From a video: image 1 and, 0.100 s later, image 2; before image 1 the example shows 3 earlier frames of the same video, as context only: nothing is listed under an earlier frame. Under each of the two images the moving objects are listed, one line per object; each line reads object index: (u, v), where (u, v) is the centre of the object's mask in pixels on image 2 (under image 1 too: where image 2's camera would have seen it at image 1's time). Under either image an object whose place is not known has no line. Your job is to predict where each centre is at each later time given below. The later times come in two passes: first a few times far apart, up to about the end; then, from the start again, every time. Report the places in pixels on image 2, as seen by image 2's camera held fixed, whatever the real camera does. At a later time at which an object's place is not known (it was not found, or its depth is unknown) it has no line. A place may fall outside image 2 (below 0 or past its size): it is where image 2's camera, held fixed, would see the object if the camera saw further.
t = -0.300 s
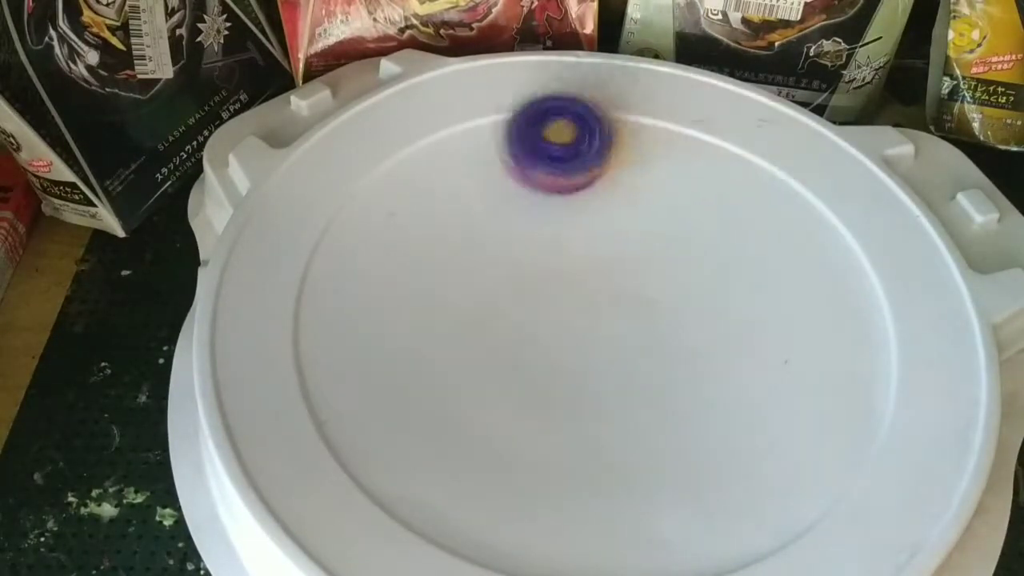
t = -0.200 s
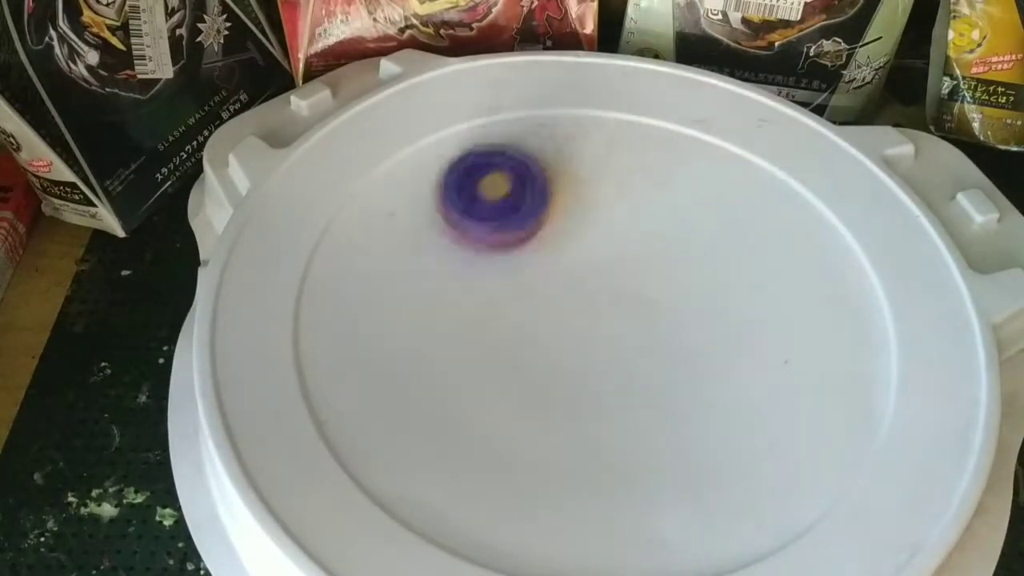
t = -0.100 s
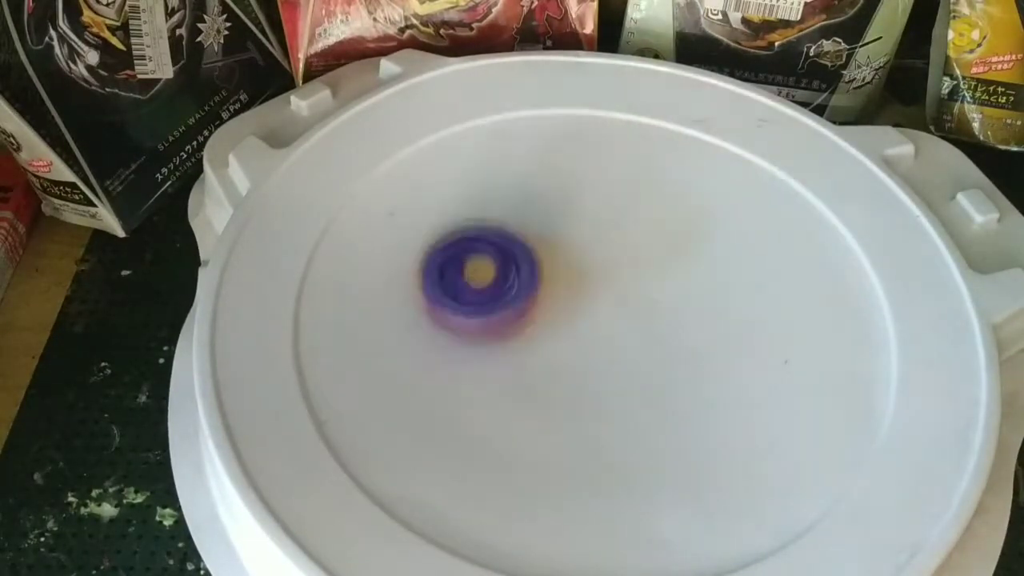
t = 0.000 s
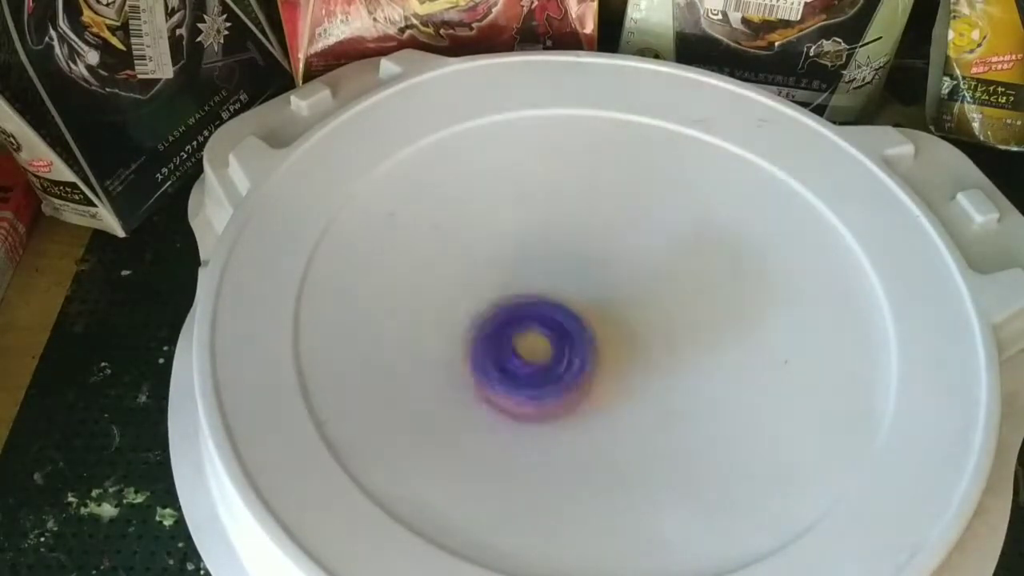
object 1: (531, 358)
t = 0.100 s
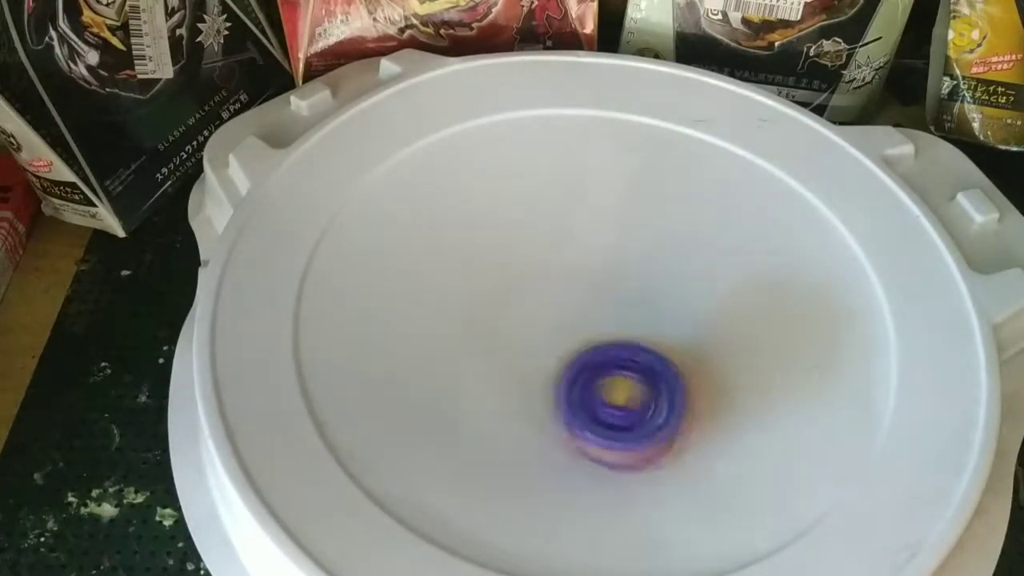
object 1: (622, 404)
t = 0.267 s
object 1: (783, 389)
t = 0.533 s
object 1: (739, 232)
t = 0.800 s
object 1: (509, 280)
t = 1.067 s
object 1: (486, 456)
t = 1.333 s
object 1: (701, 414)
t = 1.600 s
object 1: (617, 235)
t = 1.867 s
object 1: (432, 227)
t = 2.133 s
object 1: (528, 379)
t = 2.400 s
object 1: (732, 306)
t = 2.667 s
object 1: (677, 171)
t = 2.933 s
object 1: (520, 276)
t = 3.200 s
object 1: (615, 437)
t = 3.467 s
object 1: (775, 367)
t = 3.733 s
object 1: (602, 256)
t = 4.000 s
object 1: (428, 303)
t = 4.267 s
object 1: (545, 416)
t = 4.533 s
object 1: (678, 293)
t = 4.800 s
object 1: (594, 179)
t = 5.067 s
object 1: (511, 293)
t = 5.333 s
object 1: (679, 389)
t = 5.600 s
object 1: (751, 285)
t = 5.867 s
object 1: (567, 275)
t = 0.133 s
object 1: (656, 412)
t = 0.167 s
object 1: (688, 413)
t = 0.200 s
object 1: (723, 410)
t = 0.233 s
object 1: (754, 402)
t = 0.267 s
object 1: (783, 389)
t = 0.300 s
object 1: (805, 371)
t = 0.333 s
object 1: (820, 350)
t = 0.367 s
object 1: (827, 327)
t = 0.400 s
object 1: (824, 303)
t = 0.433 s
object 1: (813, 280)
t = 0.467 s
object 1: (794, 261)
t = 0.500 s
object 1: (768, 244)
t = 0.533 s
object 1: (739, 232)
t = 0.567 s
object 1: (706, 225)
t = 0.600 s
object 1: (675, 222)
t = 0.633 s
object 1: (642, 224)
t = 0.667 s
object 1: (611, 229)
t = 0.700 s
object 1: (582, 238)
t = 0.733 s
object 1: (556, 251)
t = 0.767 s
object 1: (531, 265)
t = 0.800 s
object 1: (509, 280)
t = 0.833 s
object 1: (491, 297)
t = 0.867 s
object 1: (476, 317)
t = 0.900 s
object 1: (465, 338)
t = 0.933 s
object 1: (456, 361)
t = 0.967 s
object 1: (453, 384)
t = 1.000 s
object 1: (457, 408)
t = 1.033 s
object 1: (468, 432)
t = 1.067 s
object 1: (486, 456)
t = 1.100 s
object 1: (511, 477)
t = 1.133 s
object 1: (541, 490)
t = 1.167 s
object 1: (577, 495)
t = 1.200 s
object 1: (613, 492)
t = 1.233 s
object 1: (646, 481)
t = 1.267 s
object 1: (670, 463)
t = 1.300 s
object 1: (689, 439)
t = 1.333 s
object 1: (701, 414)
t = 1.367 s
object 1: (706, 385)
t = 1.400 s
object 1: (704, 358)
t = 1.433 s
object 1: (697, 333)
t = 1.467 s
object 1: (686, 310)
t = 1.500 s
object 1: (672, 288)
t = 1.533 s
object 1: (656, 269)
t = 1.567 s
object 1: (637, 250)
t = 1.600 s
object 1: (617, 235)
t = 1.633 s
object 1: (596, 222)
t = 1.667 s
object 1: (571, 212)
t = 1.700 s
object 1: (548, 205)
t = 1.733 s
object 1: (523, 202)
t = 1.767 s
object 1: (498, 202)
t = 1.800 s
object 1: (473, 206)
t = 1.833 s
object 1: (452, 213)
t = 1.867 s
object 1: (432, 227)
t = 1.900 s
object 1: (416, 243)
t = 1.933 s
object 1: (407, 265)
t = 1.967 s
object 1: (407, 291)
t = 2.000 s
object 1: (417, 316)
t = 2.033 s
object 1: (437, 338)
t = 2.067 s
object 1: (463, 357)
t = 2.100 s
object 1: (494, 371)
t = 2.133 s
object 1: (528, 379)
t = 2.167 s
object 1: (562, 383)
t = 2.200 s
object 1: (595, 382)
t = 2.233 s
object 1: (626, 377)
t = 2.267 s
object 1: (656, 368)
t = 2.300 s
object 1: (681, 356)
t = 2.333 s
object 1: (702, 341)
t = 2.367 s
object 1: (719, 325)
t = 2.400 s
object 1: (732, 306)
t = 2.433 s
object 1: (740, 287)
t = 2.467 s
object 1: (745, 267)
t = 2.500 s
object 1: (746, 246)
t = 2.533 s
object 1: (742, 226)
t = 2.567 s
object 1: (733, 208)
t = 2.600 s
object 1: (720, 192)
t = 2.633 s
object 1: (700, 179)
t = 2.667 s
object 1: (677, 171)
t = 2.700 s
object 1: (652, 170)
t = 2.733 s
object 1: (626, 174)
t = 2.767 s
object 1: (600, 183)
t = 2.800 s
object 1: (576, 197)
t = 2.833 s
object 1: (556, 214)
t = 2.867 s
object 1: (540, 234)
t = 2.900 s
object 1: (527, 254)
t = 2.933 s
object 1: (520, 276)
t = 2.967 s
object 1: (517, 299)
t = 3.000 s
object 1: (517, 322)
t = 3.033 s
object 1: (524, 345)
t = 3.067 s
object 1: (535, 368)
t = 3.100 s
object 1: (550, 389)
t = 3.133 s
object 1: (568, 408)
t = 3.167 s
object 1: (589, 425)
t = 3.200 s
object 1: (615, 437)
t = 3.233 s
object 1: (643, 446)
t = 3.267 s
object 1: (672, 451)
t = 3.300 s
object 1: (702, 451)
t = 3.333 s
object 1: (732, 445)
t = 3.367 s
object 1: (756, 432)
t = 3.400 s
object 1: (771, 413)
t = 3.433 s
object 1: (778, 390)
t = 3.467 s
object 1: (775, 367)
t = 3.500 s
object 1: (765, 344)
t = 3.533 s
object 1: (748, 324)
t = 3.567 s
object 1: (728, 305)
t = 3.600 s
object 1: (705, 290)
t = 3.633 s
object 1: (680, 277)
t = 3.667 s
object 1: (654, 268)
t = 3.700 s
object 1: (628, 260)
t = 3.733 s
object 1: (602, 256)
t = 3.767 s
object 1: (576, 255)
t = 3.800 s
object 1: (552, 255)
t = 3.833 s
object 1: (527, 256)
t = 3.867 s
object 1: (502, 260)
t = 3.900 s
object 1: (480, 267)
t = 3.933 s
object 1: (460, 276)
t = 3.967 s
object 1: (443, 288)
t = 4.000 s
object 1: (428, 303)
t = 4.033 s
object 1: (419, 321)
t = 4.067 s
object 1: (415, 340)
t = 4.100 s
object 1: (419, 361)
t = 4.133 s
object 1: (432, 382)
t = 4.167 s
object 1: (454, 399)
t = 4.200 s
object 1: (481, 411)
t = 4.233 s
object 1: (513, 417)
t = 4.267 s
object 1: (545, 416)
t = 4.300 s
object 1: (575, 409)
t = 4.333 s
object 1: (601, 398)
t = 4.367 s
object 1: (624, 384)
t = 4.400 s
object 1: (642, 368)
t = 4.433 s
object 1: (658, 350)
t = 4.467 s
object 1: (668, 331)
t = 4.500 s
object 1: (675, 312)
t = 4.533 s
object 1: (678, 293)
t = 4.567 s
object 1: (678, 273)
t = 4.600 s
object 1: (675, 255)
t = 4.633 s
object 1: (669, 237)
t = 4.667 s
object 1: (661, 220)
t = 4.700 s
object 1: (649, 205)
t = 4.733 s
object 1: (633, 193)
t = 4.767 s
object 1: (615, 184)
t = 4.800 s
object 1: (594, 179)
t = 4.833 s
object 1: (572, 179)
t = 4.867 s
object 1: (552, 185)
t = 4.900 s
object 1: (533, 196)
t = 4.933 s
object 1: (519, 212)
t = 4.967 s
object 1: (508, 230)
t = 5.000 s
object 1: (503, 251)
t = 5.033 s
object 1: (504, 272)
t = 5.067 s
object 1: (511, 293)
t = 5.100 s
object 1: (524, 312)
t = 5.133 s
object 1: (539, 332)
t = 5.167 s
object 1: (559, 349)
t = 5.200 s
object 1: (580, 363)
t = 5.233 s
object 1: (604, 373)
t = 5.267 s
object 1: (629, 381)
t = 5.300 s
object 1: (654, 386)
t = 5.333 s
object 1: (679, 389)
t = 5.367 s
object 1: (704, 387)
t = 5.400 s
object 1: (728, 380)
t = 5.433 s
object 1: (749, 370)
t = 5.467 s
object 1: (765, 356)
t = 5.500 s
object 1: (772, 339)
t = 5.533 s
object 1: (773, 320)
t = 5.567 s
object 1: (766, 301)
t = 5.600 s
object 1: (751, 285)
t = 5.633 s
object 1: (732, 272)
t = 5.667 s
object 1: (708, 263)
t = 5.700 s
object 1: (683, 258)
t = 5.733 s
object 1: (658, 255)
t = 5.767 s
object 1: (632, 255)
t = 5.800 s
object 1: (608, 260)
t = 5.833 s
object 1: (588, 267)
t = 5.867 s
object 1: (567, 275)
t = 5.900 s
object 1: (546, 285)
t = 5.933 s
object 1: (527, 295)
